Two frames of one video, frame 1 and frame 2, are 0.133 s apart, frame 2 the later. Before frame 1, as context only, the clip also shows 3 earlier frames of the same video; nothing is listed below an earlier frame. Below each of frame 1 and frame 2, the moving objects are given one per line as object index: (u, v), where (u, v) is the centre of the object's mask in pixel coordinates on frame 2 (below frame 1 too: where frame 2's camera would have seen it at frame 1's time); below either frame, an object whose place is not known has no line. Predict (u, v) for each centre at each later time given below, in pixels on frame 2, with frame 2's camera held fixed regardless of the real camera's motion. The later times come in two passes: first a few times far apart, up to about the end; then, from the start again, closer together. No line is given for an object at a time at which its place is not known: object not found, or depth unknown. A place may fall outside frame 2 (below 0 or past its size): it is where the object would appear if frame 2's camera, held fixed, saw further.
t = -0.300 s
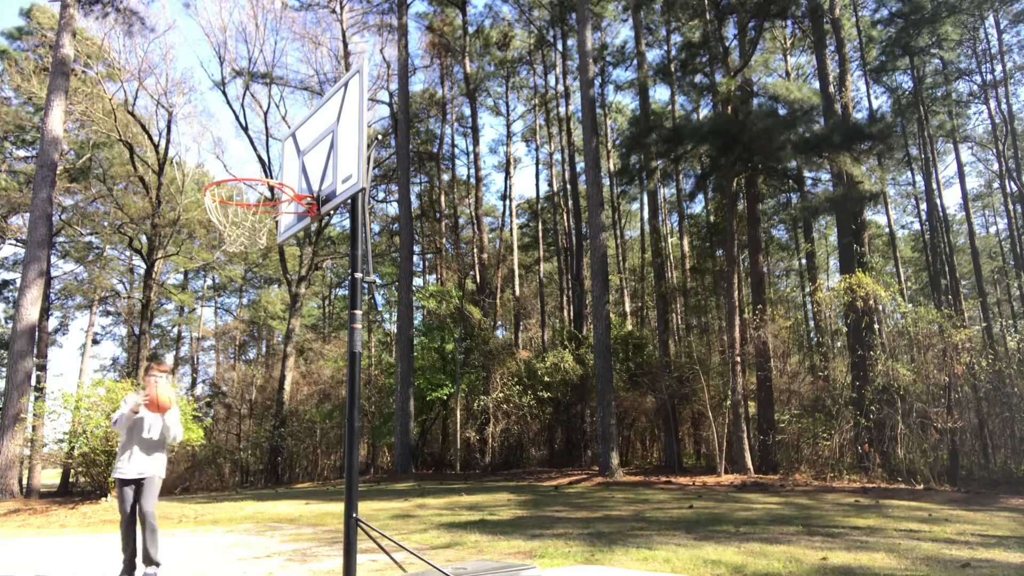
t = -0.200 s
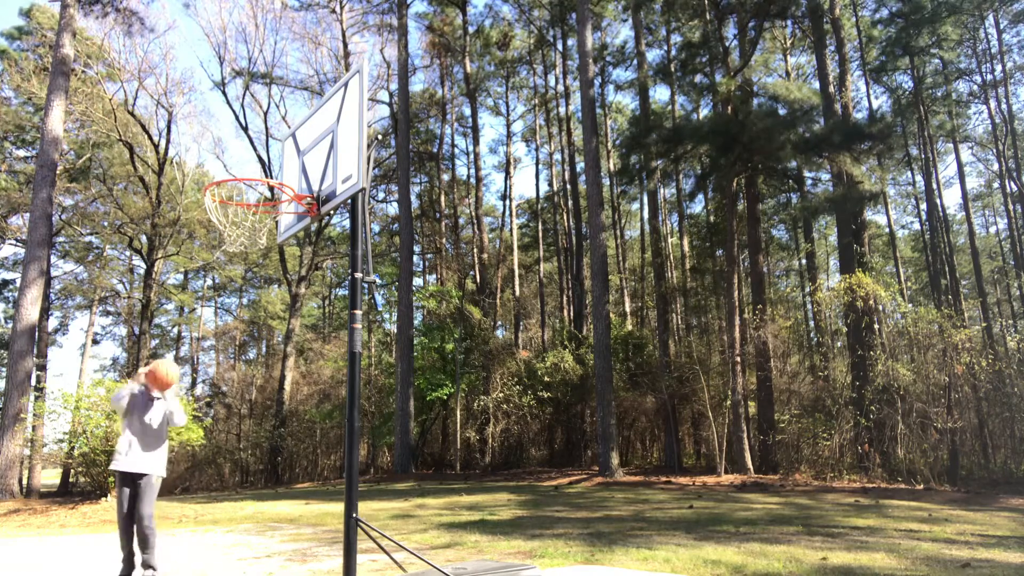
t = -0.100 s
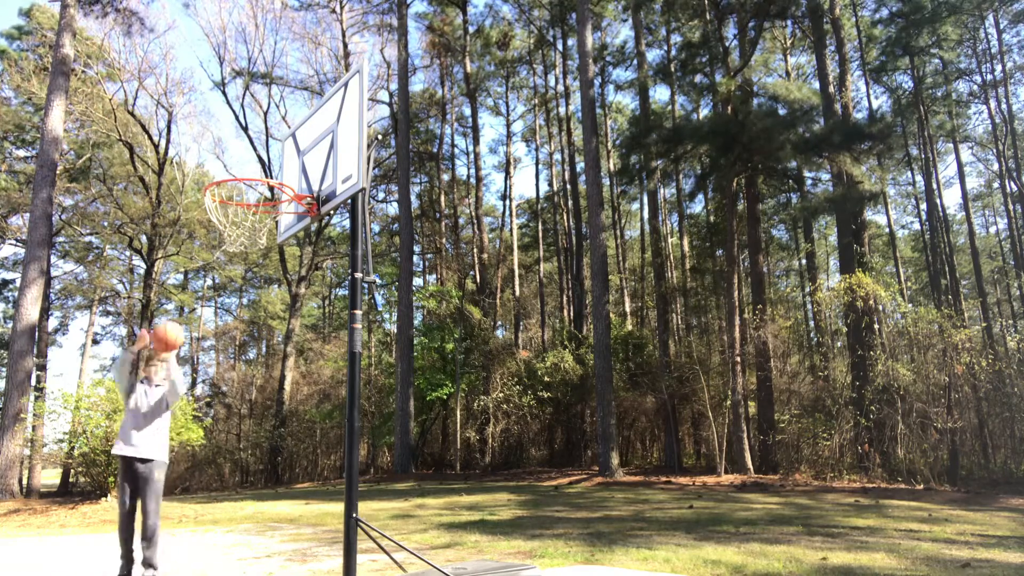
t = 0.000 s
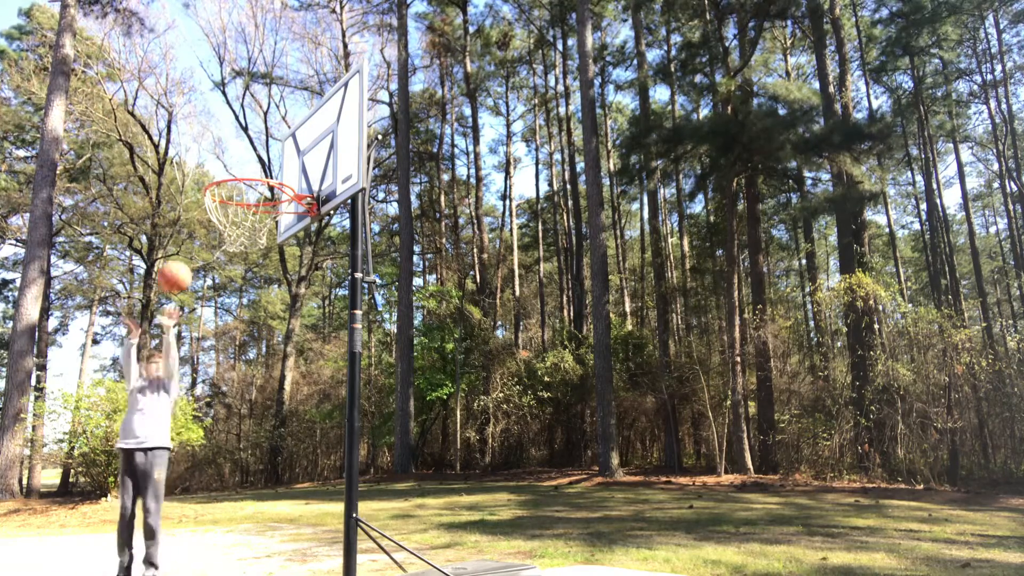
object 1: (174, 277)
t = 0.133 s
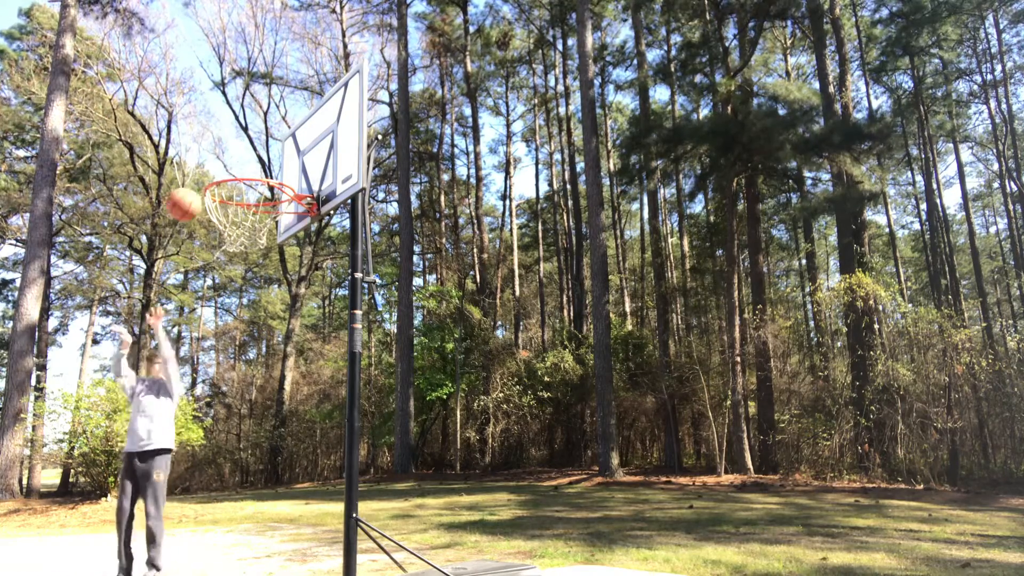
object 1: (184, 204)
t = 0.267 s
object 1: (192, 148)
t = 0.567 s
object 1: (211, 88)
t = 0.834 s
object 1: (229, 151)
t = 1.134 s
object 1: (253, 514)
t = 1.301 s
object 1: (267, 555)
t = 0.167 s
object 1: (187, 189)
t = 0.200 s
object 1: (188, 175)
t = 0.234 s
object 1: (189, 161)
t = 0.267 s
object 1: (192, 148)
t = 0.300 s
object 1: (194, 136)
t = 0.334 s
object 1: (195, 126)
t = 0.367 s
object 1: (198, 118)
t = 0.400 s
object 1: (200, 109)
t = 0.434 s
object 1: (202, 102)
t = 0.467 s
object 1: (205, 96)
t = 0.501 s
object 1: (207, 92)
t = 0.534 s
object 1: (209, 89)
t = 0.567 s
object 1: (211, 88)
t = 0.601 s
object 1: (213, 89)
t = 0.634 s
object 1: (216, 91)
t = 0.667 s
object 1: (218, 95)
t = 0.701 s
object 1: (220, 101)
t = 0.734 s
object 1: (222, 110)
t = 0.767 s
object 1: (224, 121)
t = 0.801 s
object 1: (227, 134)
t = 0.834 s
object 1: (229, 151)
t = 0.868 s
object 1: (229, 173)
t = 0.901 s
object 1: (232, 197)
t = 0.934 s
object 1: (238, 222)
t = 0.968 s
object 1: (241, 253)
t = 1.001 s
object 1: (243, 290)
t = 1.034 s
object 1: (246, 335)
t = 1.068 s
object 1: (248, 385)
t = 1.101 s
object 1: (250, 445)
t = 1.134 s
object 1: (253, 514)
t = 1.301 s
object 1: (267, 555)
